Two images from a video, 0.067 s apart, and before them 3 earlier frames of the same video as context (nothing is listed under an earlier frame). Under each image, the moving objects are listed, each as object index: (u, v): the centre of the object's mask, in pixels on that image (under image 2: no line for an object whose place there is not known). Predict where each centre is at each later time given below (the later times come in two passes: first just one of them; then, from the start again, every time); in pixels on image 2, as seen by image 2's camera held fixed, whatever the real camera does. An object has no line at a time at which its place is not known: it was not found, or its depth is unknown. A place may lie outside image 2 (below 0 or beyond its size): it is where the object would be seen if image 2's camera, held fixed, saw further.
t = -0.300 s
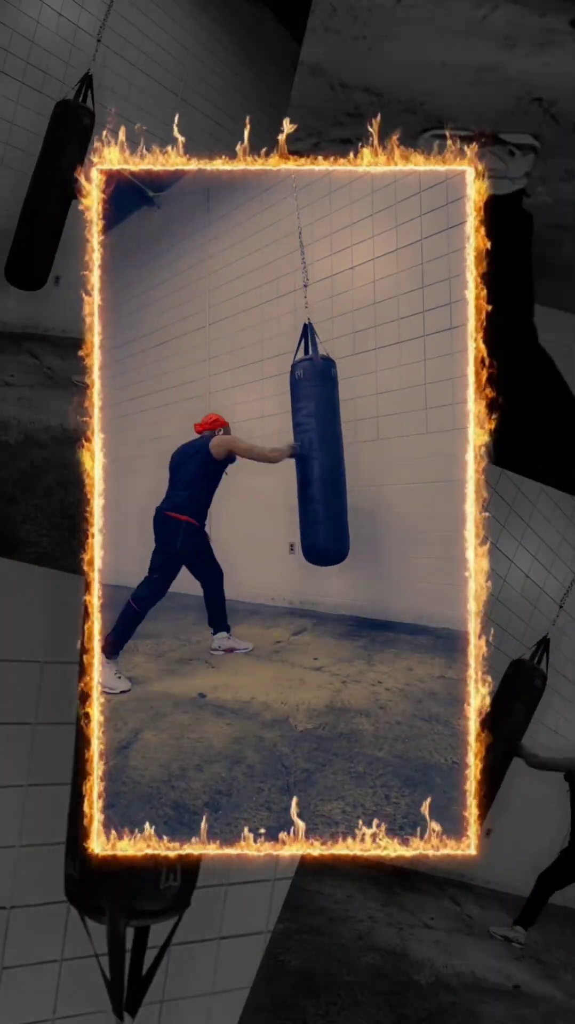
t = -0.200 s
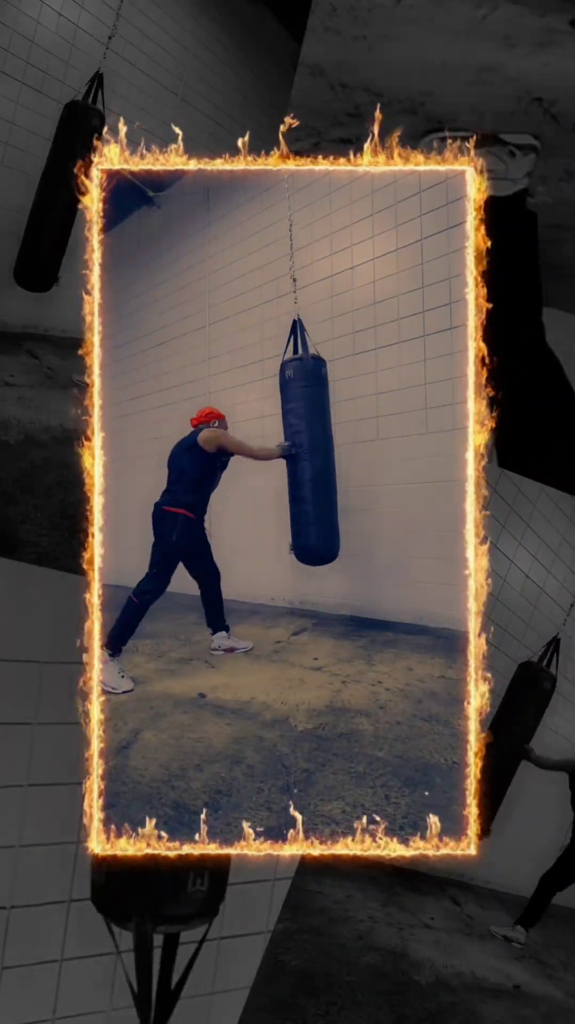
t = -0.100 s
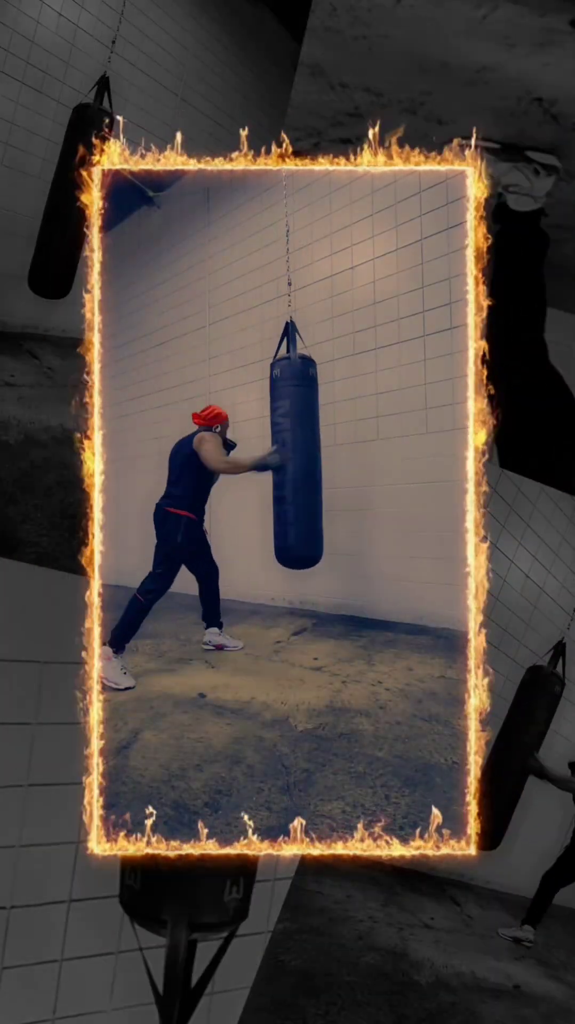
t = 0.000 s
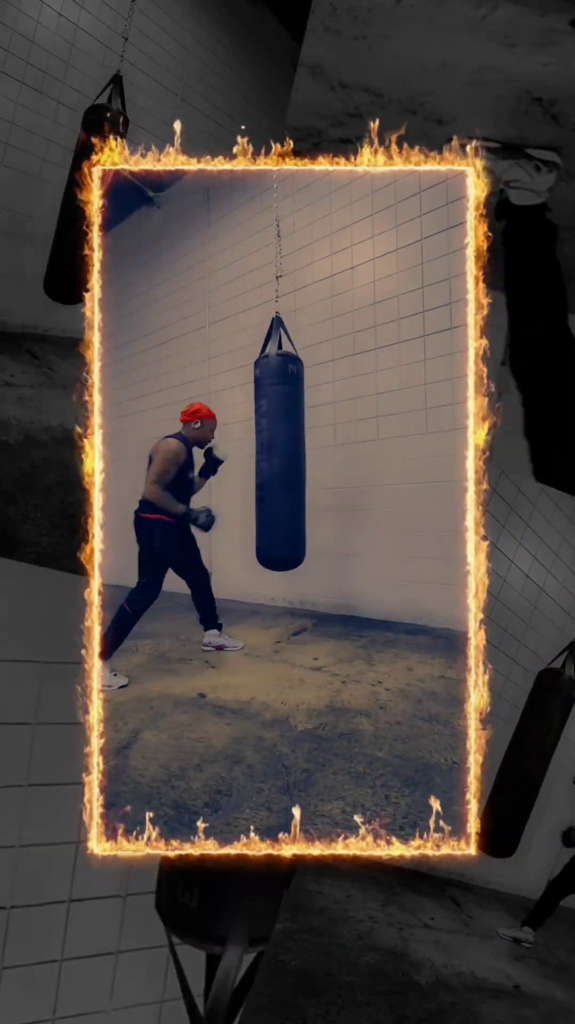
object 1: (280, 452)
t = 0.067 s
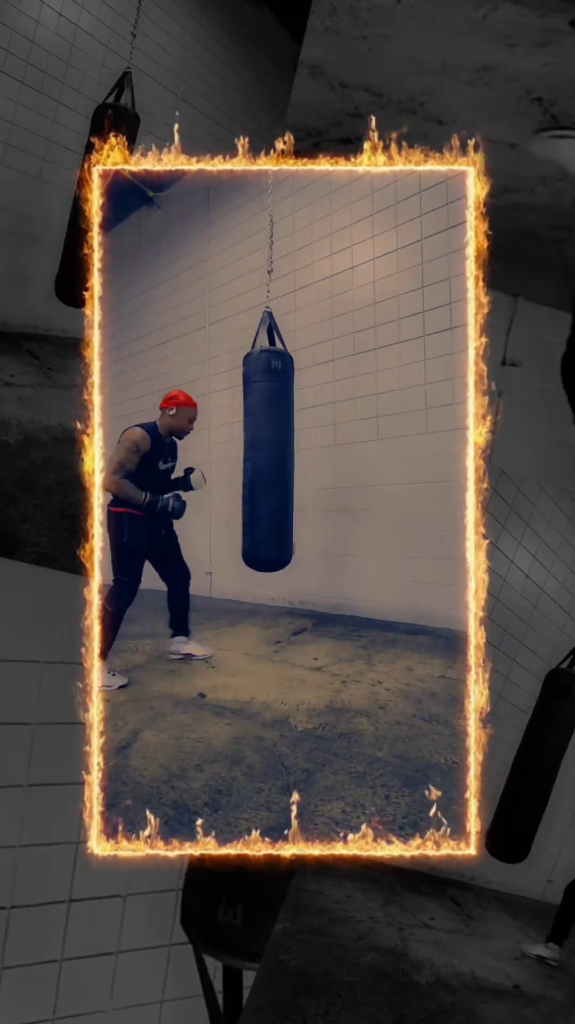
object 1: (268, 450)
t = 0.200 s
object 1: (250, 451)
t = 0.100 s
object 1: (263, 452)
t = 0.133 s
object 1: (259, 452)
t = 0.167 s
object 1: (252, 452)
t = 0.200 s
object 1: (250, 451)
